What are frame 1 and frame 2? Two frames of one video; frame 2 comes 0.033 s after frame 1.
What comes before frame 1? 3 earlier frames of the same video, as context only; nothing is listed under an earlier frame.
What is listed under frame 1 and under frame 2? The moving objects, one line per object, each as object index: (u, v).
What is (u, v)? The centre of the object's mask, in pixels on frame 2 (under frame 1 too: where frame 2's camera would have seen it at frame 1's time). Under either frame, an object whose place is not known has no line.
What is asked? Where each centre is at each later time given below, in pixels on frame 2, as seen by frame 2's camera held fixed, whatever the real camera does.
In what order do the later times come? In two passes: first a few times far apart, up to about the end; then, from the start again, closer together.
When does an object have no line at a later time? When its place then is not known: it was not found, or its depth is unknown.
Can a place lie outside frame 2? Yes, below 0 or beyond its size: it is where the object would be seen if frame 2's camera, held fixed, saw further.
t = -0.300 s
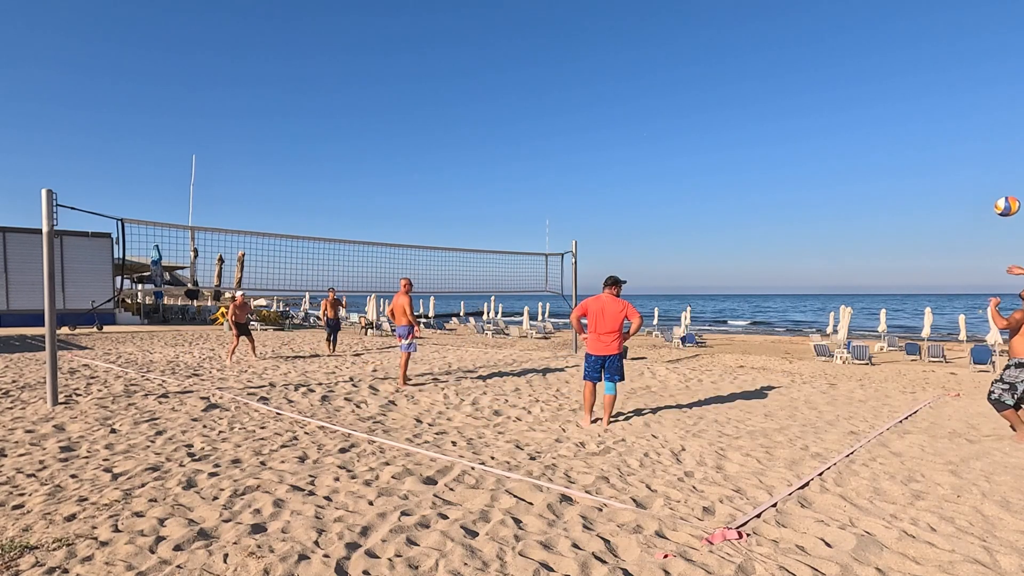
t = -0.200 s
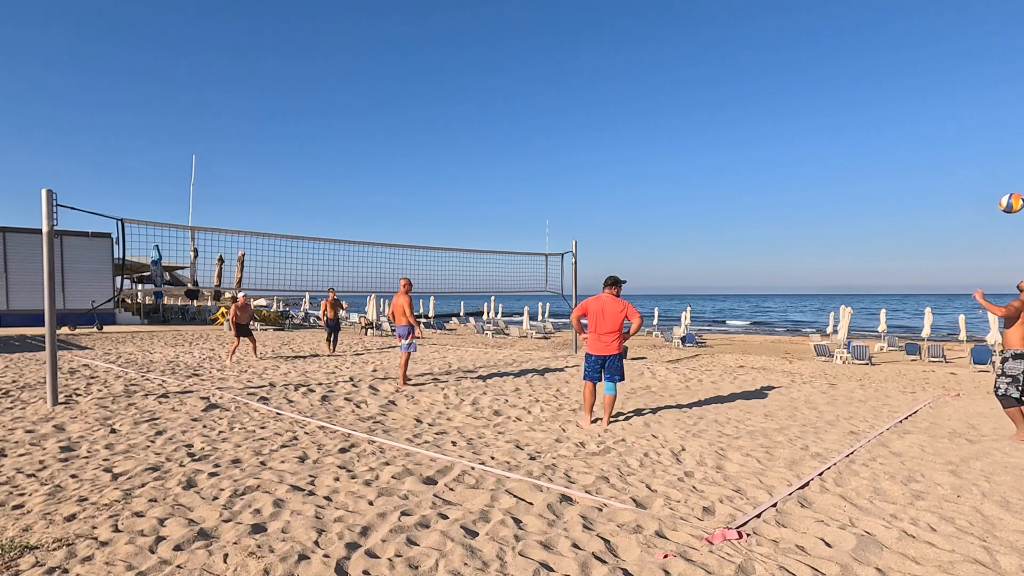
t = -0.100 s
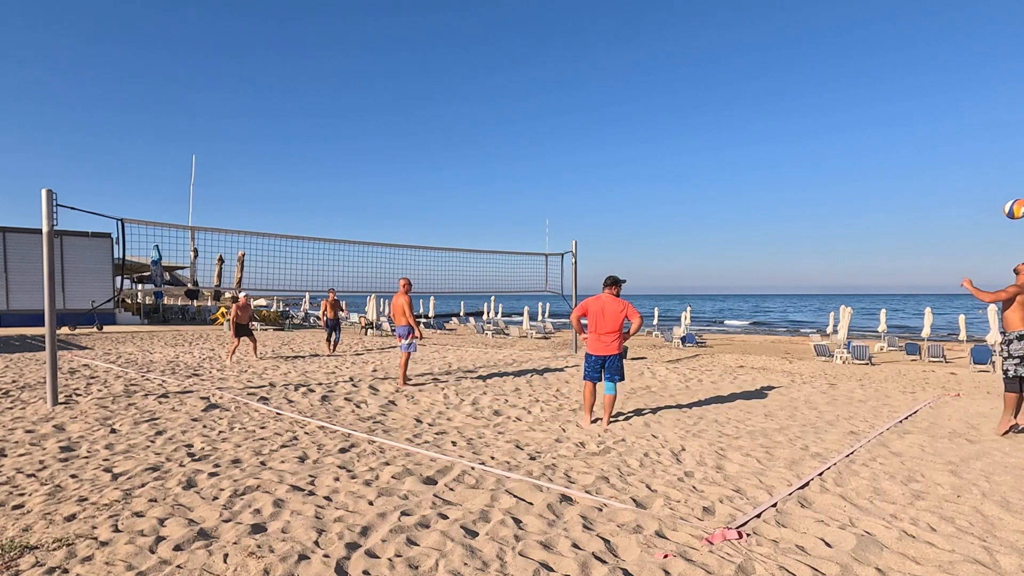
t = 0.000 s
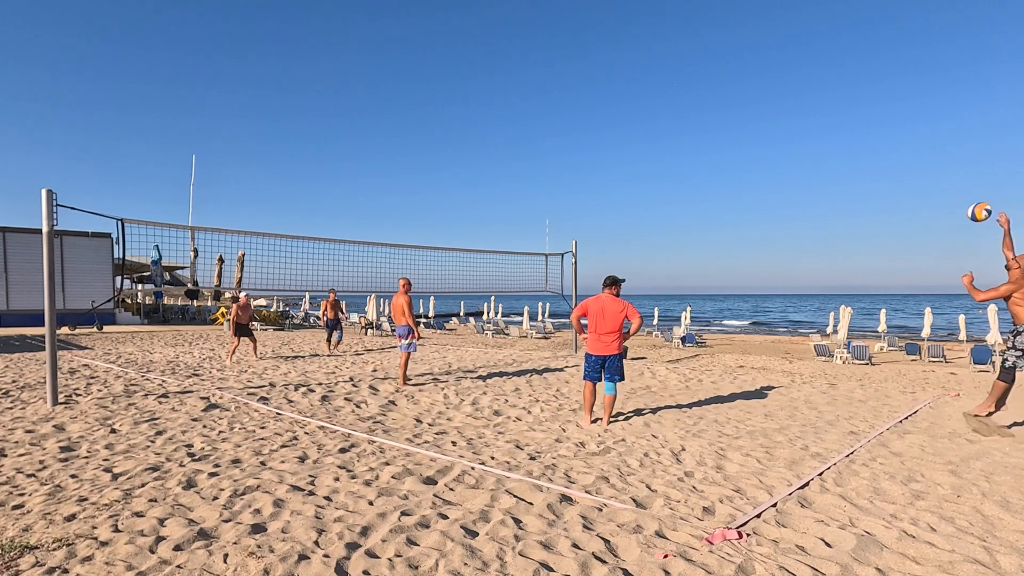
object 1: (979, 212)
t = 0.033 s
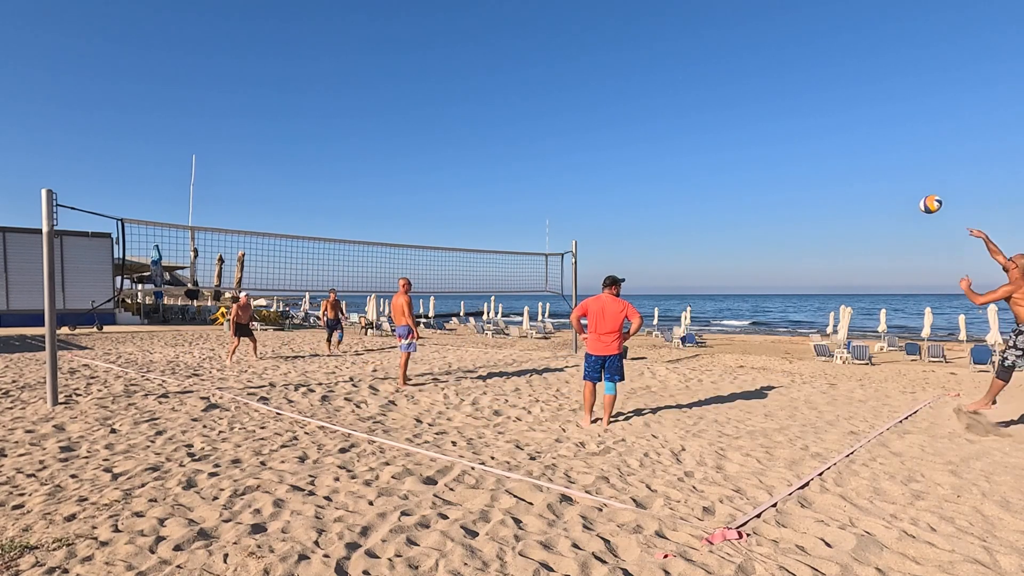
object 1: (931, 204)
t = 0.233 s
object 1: (722, 182)
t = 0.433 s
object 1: (593, 190)
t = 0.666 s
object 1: (496, 217)
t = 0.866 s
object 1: (442, 248)
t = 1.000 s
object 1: (414, 275)
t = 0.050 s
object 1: (908, 201)
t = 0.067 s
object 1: (887, 198)
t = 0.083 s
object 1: (867, 195)
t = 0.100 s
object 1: (847, 192)
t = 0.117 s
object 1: (829, 190)
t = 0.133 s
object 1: (812, 188)
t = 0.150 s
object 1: (795, 186)
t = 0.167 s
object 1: (779, 185)
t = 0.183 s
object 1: (764, 184)
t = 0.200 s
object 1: (750, 183)
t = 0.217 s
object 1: (736, 182)
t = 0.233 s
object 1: (722, 182)
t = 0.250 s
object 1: (709, 181)
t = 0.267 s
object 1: (696, 181)
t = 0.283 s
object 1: (685, 181)
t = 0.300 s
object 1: (673, 181)
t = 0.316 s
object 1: (662, 182)
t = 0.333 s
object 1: (651, 182)
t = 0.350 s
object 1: (640, 183)
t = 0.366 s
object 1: (630, 184)
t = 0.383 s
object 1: (620, 186)
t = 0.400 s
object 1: (611, 187)
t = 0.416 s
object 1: (602, 188)
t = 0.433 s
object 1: (593, 190)
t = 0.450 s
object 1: (585, 191)
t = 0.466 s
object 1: (577, 193)
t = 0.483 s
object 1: (569, 195)
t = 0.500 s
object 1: (561, 197)
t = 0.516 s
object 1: (554, 198)
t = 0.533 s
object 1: (547, 200)
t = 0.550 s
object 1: (540, 202)
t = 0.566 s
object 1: (533, 204)
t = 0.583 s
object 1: (526, 206)
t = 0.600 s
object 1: (520, 208)
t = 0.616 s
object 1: (514, 210)
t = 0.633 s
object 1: (508, 212)
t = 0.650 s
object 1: (502, 214)
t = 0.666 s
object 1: (496, 217)
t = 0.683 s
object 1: (491, 219)
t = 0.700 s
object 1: (486, 221)
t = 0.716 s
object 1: (480, 223)
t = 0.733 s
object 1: (475, 226)
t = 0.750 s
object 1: (470, 229)
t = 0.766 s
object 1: (466, 231)
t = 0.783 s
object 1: (462, 234)
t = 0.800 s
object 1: (457, 237)
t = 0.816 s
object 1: (453, 240)
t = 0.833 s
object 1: (449, 243)
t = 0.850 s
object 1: (445, 245)
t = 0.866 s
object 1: (442, 248)
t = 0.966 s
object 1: (420, 268)
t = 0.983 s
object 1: (417, 271)
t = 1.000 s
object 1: (414, 275)
